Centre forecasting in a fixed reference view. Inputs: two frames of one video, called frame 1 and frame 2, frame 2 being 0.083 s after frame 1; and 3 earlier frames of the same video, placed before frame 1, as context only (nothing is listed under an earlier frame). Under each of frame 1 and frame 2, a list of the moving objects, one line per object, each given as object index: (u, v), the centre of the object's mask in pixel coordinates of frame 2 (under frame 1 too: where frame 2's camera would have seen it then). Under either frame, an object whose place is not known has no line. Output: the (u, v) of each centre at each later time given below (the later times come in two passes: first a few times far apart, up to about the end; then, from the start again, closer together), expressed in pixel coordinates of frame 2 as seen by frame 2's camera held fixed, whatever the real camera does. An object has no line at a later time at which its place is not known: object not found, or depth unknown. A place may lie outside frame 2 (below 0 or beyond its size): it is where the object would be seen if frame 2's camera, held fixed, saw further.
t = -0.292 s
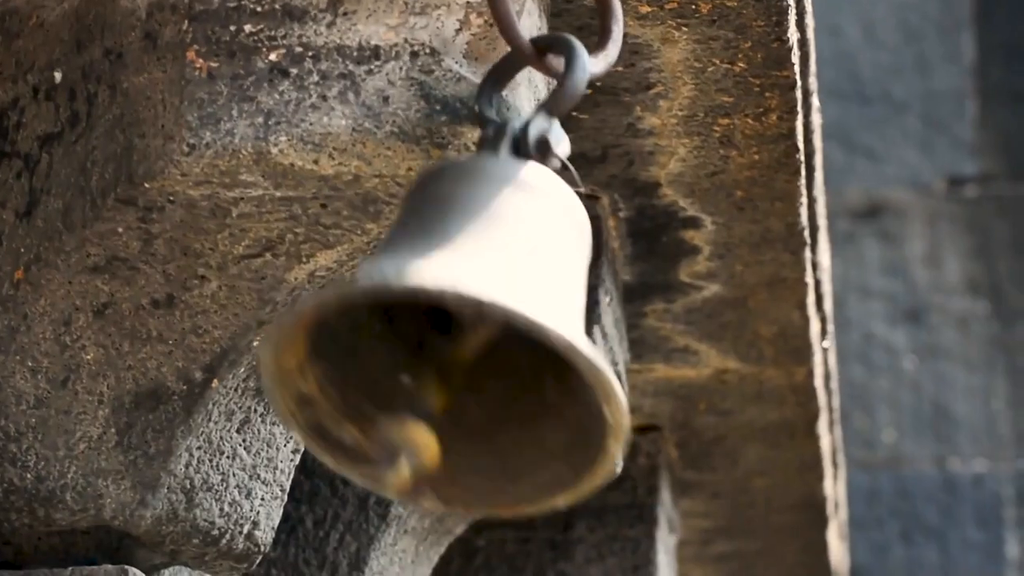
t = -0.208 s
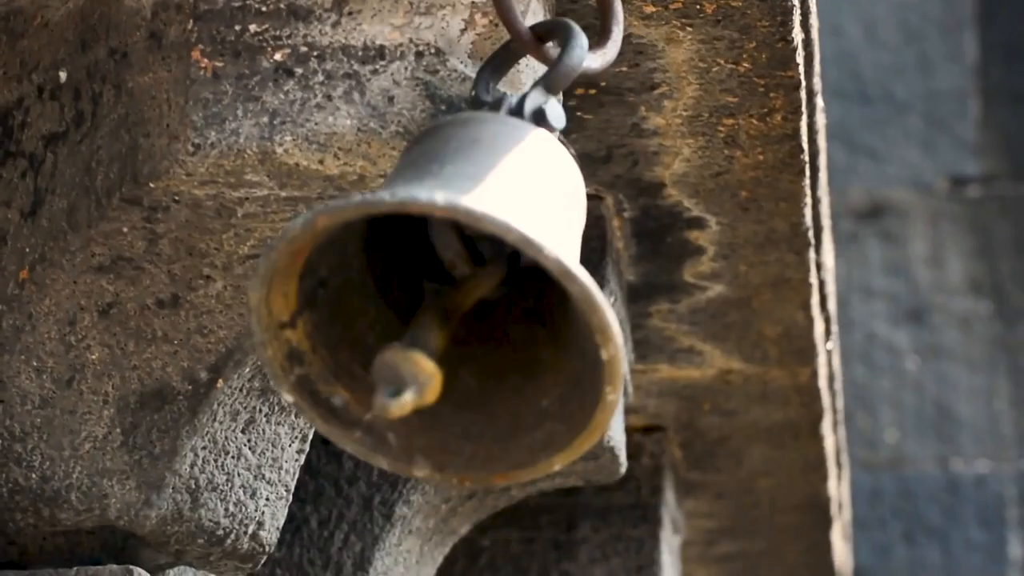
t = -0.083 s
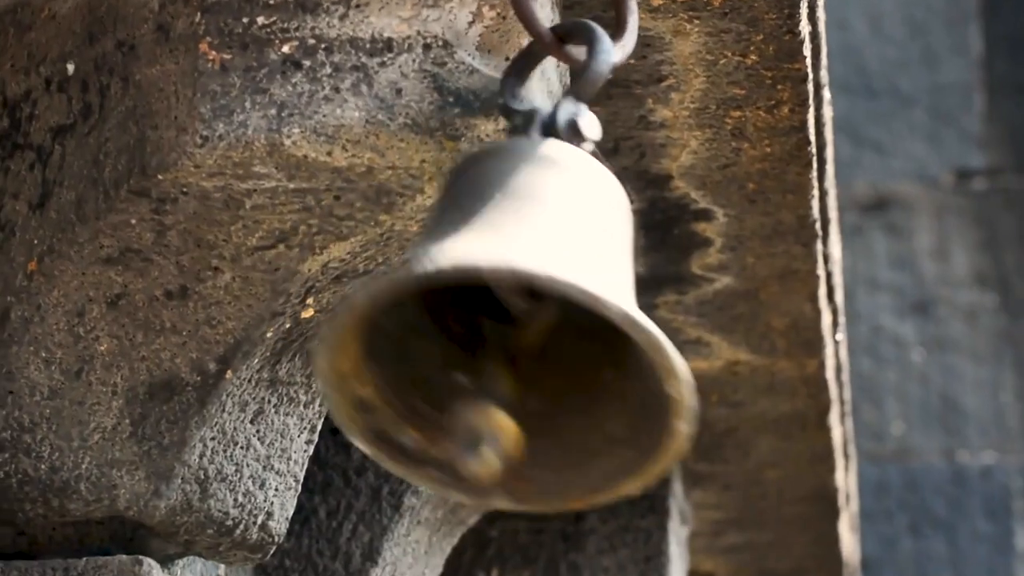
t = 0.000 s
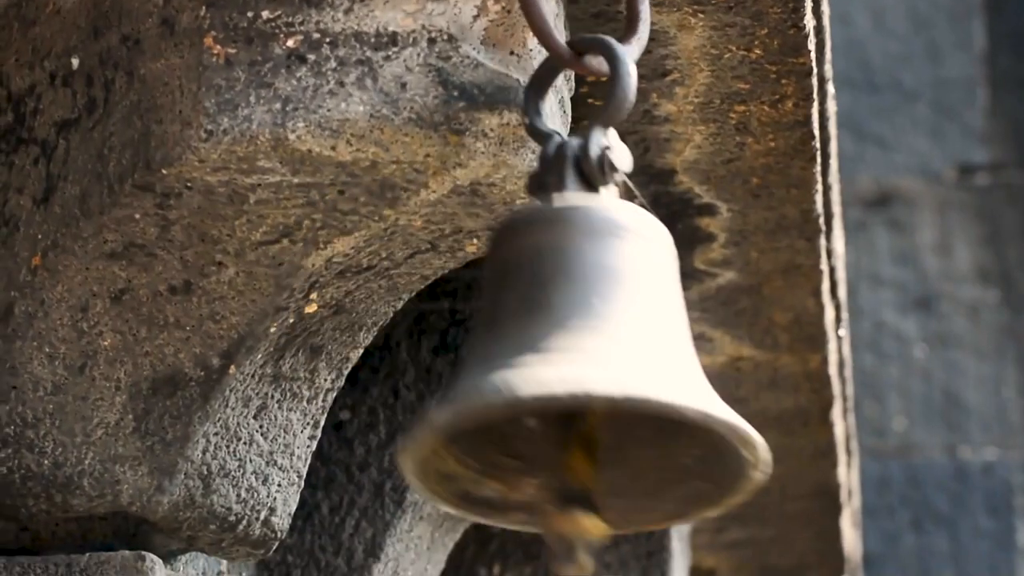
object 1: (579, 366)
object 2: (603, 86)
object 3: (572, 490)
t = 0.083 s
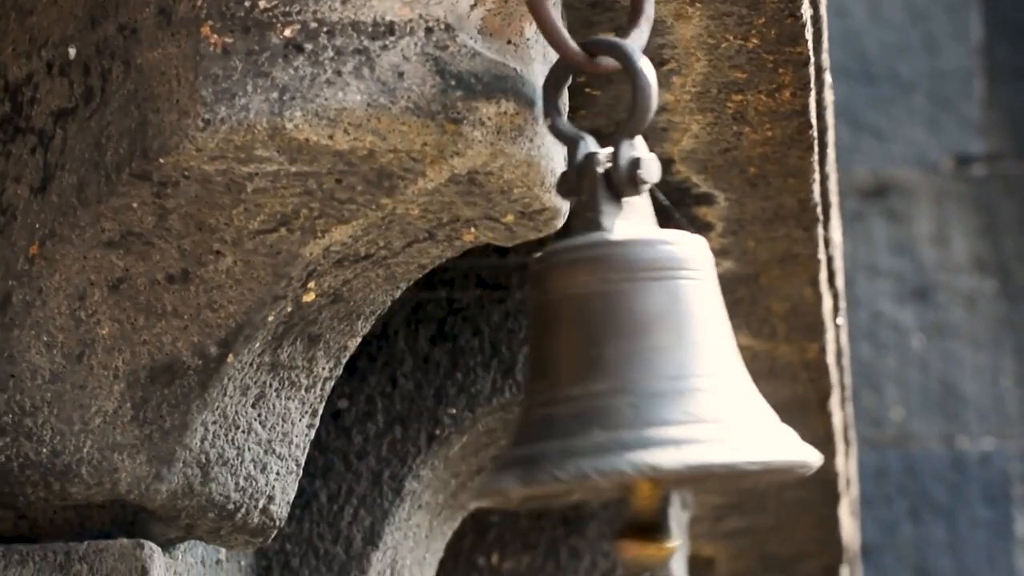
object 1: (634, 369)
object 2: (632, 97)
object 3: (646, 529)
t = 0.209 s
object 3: (698, 521)
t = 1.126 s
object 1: (639, 374)
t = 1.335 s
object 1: (559, 375)
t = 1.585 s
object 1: (530, 316)
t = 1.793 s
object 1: (616, 370)
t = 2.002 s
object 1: (621, 378)
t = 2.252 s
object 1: (536, 340)
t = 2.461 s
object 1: (540, 310)
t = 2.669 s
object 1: (613, 375)
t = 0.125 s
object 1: (650, 371)
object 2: (638, 97)
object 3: (670, 538)
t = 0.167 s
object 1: (661, 373)
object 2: (639, 99)
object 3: (688, 530)
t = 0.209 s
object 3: (698, 521)
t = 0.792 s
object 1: (541, 340)
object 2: (574, 62)
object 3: (533, 419)
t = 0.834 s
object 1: (570, 363)
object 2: (594, 77)
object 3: (563, 481)
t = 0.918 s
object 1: (613, 374)
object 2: (615, 94)
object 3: (619, 541)
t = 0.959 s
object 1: (628, 372)
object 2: (620, 97)
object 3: (644, 542)
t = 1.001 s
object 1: (639, 375)
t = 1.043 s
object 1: (644, 376)
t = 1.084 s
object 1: (644, 375)
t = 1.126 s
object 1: (639, 374)
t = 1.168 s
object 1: (629, 378)
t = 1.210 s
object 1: (616, 380)
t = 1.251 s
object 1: (600, 378)
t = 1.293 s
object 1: (581, 378)
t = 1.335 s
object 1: (559, 375)
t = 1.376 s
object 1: (543, 364)
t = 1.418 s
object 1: (544, 348)
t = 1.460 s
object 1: (513, 324)
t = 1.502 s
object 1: (506, 301)
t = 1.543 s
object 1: (514, 297)
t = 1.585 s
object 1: (530, 316)
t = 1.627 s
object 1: (547, 341)
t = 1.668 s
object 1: (570, 356)
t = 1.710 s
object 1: (588, 376)
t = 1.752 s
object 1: (604, 374)
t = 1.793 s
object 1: (616, 370)
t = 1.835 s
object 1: (624, 379)
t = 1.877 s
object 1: (629, 379)
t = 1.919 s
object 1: (631, 377)
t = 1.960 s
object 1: (627, 377)
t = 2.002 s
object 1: (621, 378)
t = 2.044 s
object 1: (610, 380)
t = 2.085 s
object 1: (599, 378)
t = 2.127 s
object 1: (584, 374)
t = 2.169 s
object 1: (568, 375)
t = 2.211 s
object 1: (555, 367)
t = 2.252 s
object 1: (536, 340)
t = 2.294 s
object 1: (549, 334)
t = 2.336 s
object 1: (522, 309)
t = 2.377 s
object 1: (522, 295)
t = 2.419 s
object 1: (529, 297)
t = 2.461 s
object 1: (540, 310)
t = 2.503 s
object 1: (553, 332)
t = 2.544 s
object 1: (584, 371)
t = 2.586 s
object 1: (597, 383)
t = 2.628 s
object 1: (604, 369)
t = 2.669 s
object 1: (613, 375)
